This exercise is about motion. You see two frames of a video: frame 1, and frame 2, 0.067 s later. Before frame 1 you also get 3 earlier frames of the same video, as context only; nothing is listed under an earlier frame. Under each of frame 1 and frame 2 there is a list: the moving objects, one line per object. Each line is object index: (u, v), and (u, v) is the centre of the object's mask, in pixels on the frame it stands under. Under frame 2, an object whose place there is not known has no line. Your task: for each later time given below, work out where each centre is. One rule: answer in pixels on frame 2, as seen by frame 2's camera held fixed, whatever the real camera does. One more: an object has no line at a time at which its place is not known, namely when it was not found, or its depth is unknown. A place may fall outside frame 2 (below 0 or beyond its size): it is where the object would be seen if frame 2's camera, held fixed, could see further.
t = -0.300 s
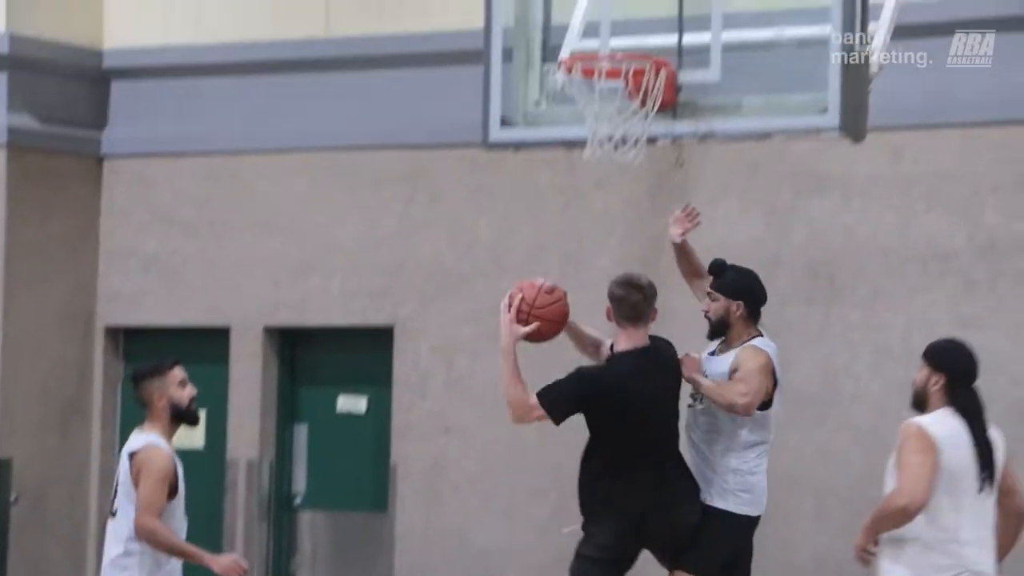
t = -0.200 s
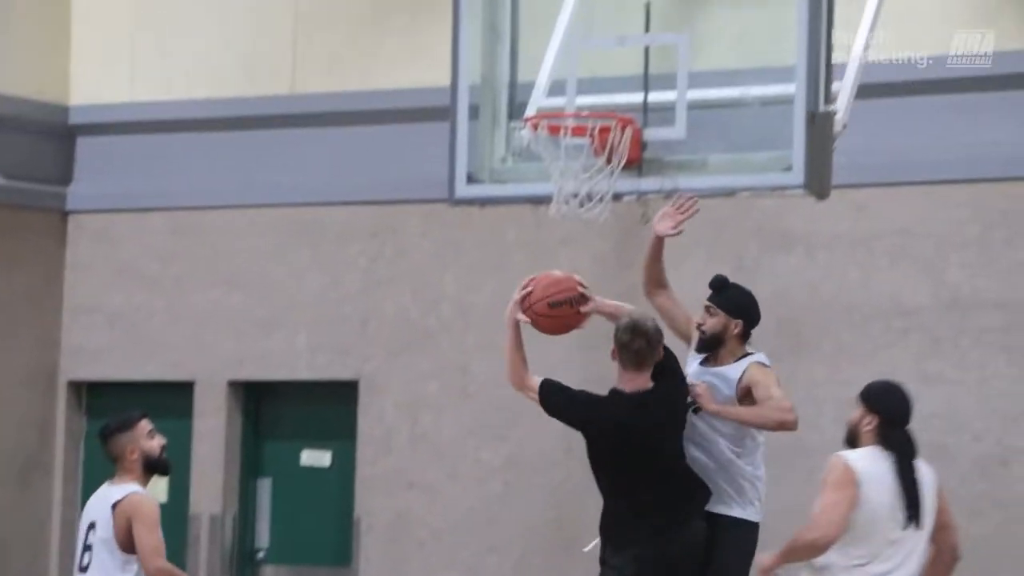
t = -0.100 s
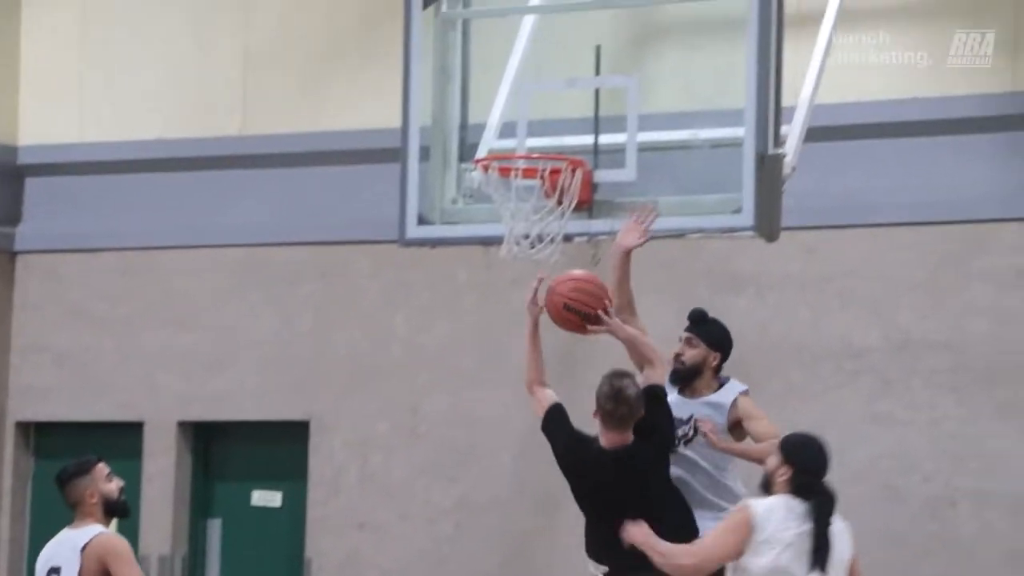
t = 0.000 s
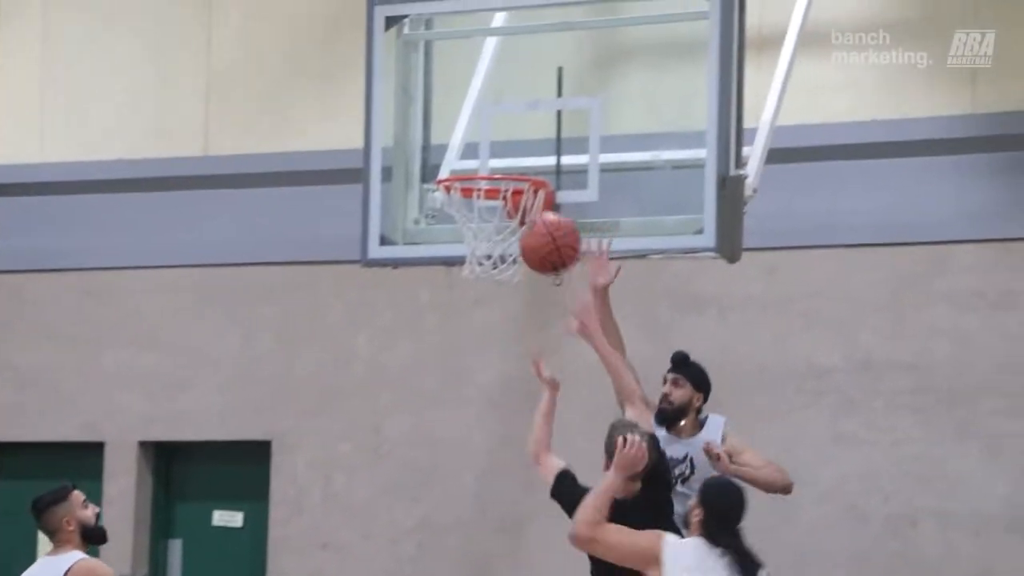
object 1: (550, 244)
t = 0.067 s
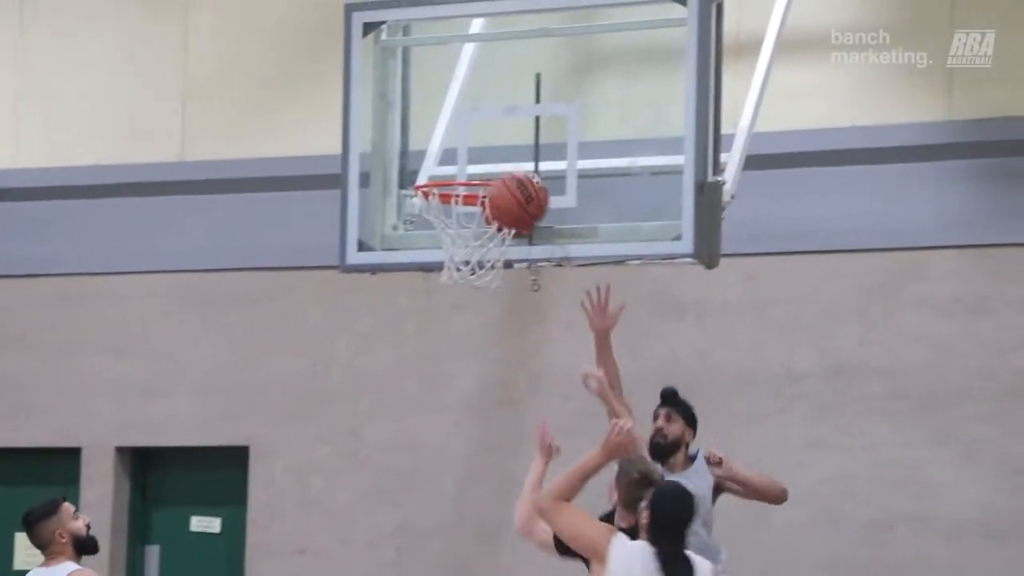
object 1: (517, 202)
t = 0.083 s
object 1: (516, 189)
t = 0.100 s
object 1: (514, 179)
